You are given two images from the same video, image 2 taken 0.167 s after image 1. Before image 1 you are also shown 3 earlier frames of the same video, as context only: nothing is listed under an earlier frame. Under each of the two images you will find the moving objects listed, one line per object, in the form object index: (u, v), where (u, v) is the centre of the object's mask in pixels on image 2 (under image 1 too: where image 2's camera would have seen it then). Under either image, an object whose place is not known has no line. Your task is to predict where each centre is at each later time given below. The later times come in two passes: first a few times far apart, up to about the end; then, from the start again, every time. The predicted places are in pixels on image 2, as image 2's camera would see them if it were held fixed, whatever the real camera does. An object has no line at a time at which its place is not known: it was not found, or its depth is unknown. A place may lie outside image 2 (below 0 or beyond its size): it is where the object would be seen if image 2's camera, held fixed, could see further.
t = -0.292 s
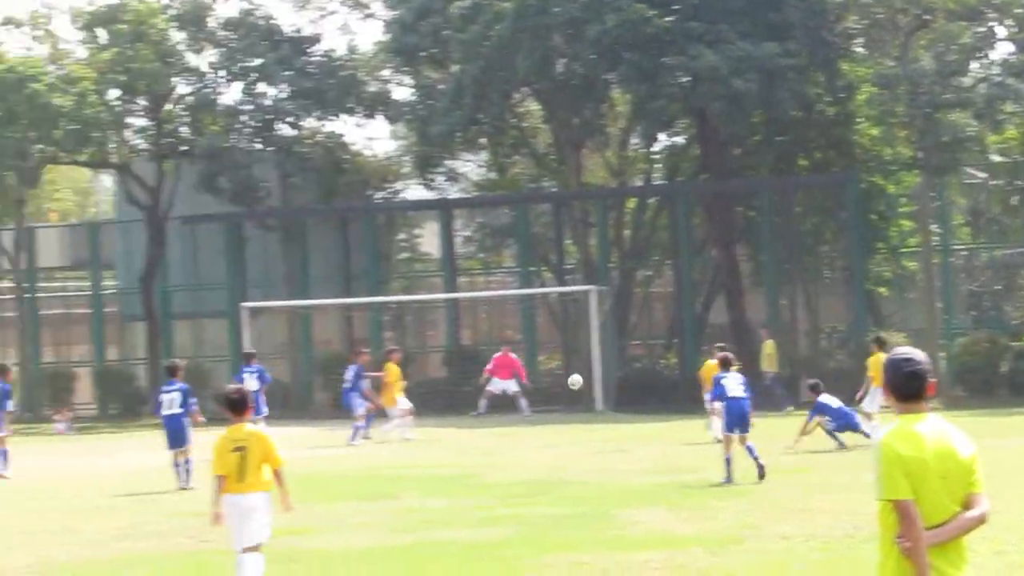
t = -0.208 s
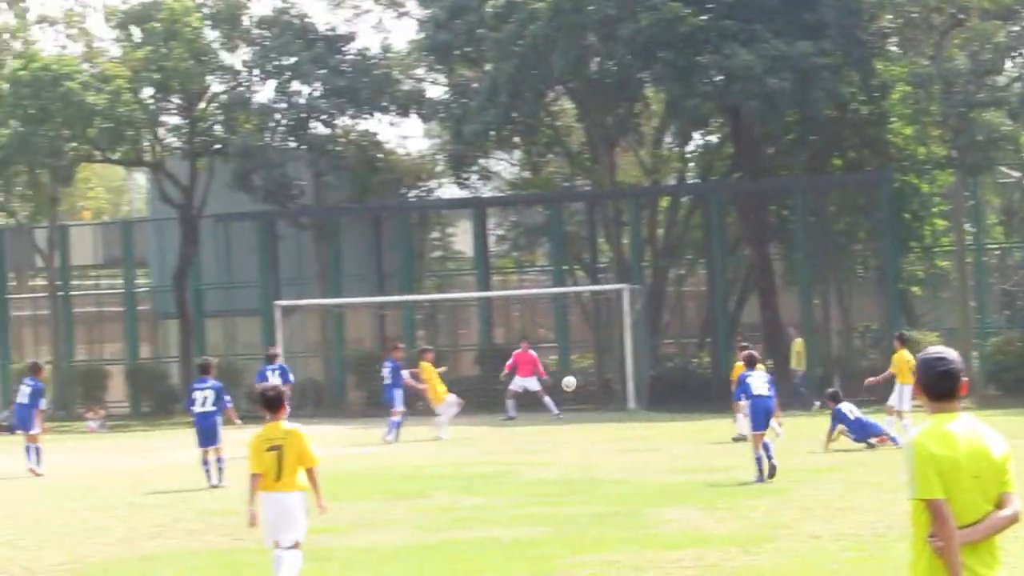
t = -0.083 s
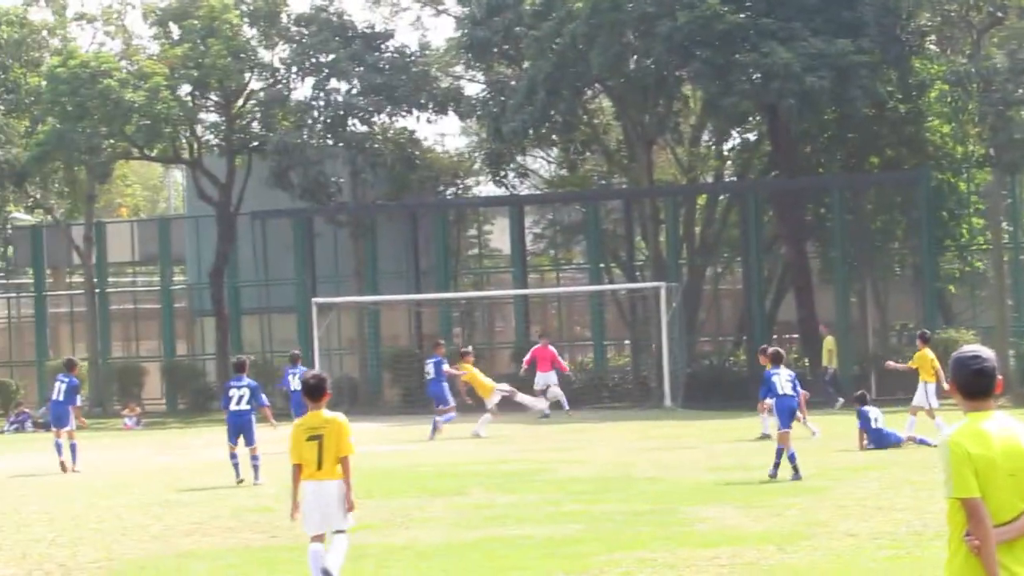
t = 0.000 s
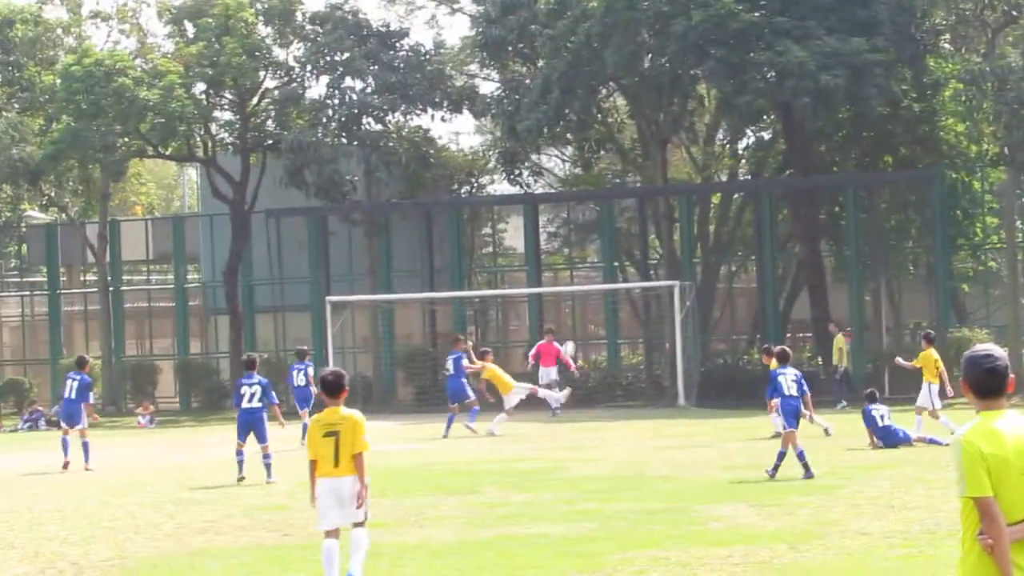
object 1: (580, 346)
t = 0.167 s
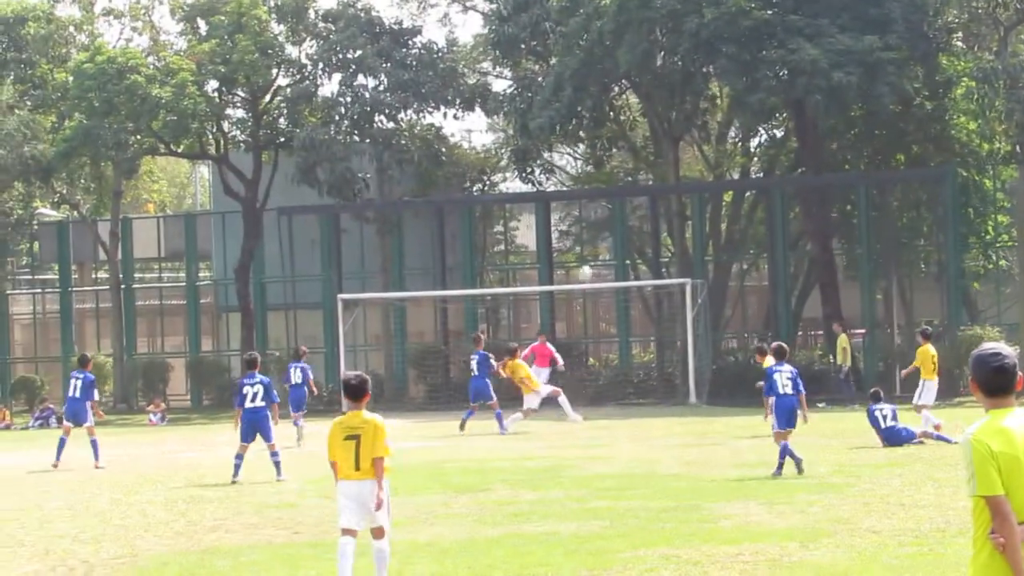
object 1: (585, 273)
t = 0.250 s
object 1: (587, 245)
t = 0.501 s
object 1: (595, 191)
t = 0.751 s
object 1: (603, 181)
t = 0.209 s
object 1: (586, 258)
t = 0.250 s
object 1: (587, 245)
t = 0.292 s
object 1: (589, 233)
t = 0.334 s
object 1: (590, 222)
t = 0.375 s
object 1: (591, 213)
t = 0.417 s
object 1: (592, 204)
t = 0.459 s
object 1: (594, 198)
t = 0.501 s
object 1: (595, 191)
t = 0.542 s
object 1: (596, 187)
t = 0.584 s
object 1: (597, 184)
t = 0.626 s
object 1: (599, 182)
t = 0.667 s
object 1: (600, 181)
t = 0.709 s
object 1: (602, 181)
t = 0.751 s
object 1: (603, 181)
